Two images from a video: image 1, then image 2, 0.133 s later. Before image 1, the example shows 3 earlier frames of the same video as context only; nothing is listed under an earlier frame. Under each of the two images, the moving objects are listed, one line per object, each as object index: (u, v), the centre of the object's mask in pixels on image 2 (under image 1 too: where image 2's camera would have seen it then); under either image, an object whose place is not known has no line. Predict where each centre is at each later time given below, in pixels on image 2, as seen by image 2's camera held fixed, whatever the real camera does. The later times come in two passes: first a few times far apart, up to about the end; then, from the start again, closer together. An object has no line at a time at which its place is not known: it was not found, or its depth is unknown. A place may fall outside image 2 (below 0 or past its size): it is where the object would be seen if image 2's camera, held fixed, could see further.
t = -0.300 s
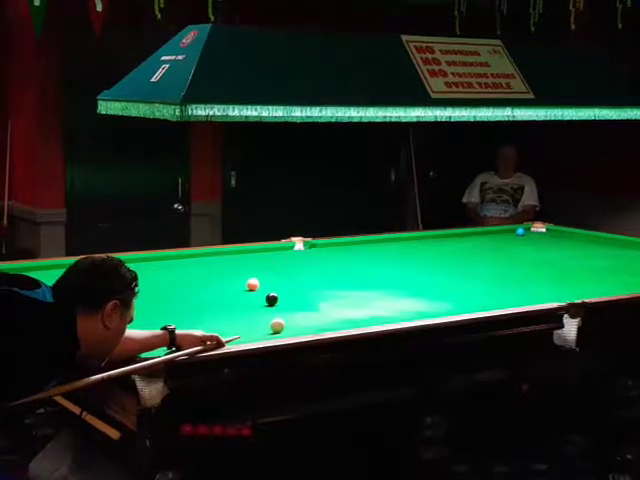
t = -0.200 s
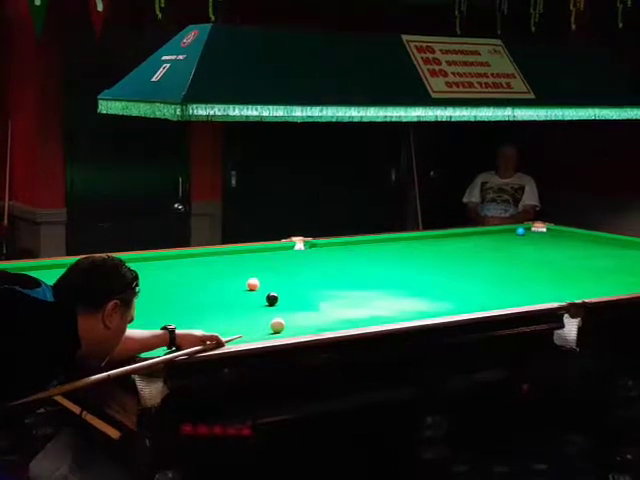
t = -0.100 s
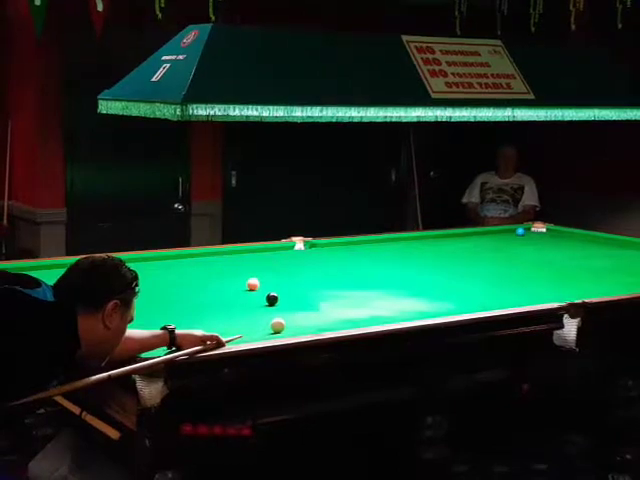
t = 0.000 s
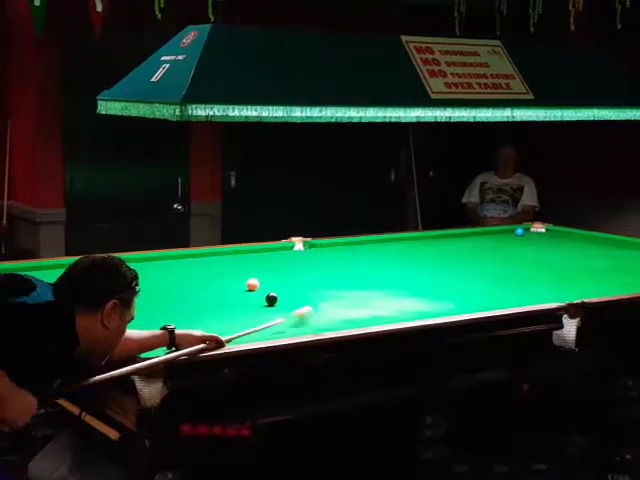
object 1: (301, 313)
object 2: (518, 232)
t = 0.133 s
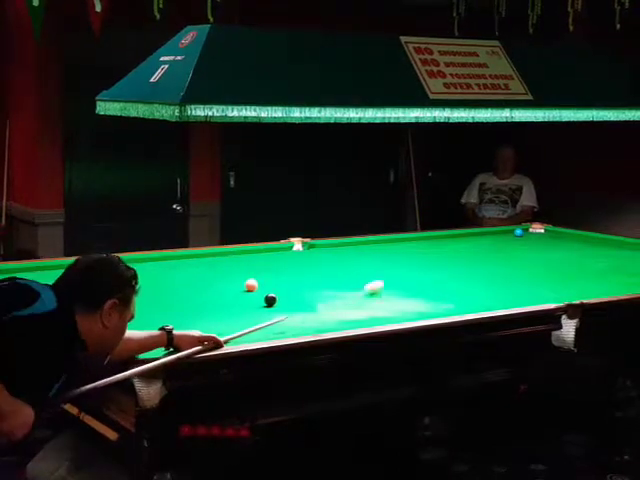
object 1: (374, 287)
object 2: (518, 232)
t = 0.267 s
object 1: (428, 266)
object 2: (518, 232)
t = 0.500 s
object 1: (499, 239)
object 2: (518, 232)
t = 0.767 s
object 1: (508, 230)
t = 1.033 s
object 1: (545, 231)
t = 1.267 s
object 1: (561, 233)
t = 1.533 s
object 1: (553, 237)
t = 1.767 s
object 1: (546, 240)
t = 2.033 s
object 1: (537, 244)
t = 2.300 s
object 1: (528, 248)
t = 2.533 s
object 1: (520, 251)
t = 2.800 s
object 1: (512, 255)
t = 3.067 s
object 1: (503, 259)
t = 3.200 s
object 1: (499, 260)
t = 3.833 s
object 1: (475, 271)
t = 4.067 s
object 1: (471, 273)
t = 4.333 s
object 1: (462, 277)
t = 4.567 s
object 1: (454, 281)
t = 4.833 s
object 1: (446, 284)
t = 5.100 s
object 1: (438, 288)
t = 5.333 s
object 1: (431, 291)
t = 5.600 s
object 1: (424, 293)
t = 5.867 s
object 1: (417, 296)
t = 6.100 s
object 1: (412, 299)
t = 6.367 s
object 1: (405, 301)
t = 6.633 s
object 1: (401, 303)
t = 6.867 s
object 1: (397, 305)
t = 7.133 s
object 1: (394, 307)
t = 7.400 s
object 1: (391, 308)
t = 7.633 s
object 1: (389, 309)
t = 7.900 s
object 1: (388, 309)
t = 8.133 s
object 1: (387, 310)
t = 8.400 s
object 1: (387, 310)
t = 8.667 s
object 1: (386, 310)
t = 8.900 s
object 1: (387, 310)
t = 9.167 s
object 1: (387, 310)
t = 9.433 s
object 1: (387, 310)
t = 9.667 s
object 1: (387, 310)
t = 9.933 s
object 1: (387, 310)
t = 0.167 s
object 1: (389, 281)
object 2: (518, 232)
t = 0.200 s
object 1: (403, 276)
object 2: (518, 232)
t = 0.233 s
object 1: (416, 271)
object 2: (518, 232)
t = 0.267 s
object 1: (428, 266)
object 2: (518, 232)
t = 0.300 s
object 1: (440, 261)
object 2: (518, 232)
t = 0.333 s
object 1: (452, 257)
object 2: (518, 232)
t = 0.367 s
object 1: (462, 253)
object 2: (518, 232)
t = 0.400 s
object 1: (472, 249)
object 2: (518, 232)
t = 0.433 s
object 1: (481, 246)
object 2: (518, 232)
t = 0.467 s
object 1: (491, 242)
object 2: (518, 232)
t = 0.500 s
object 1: (499, 239)
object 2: (518, 232)
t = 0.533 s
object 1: (507, 236)
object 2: (518, 232)
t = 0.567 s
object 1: (514, 233)
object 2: (522, 231)
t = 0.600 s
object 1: (512, 232)
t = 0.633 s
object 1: (509, 232)
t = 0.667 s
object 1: (507, 231)
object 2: (533, 230)
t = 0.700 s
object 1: (505, 231)
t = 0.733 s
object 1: (504, 230)
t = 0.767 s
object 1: (508, 230)
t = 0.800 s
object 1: (512, 231)
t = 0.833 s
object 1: (516, 231)
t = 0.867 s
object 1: (521, 231)
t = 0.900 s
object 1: (525, 231)
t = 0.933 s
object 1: (530, 232)
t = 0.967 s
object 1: (535, 232)
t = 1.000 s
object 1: (540, 232)
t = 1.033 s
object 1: (545, 231)
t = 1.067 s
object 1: (550, 231)
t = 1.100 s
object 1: (556, 232)
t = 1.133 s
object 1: (561, 232)
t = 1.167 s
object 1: (564, 232)
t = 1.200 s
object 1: (563, 232)
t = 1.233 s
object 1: (562, 232)
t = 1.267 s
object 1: (561, 233)
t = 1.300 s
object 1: (560, 234)
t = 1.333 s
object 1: (558, 234)
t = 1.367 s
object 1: (558, 234)
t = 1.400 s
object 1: (556, 235)
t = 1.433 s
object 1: (555, 236)
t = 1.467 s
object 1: (554, 236)
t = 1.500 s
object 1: (553, 236)
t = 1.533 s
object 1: (553, 237)
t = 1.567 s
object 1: (552, 237)
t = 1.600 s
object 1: (550, 238)
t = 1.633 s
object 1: (549, 238)
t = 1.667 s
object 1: (549, 239)
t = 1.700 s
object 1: (547, 239)
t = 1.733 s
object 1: (547, 239)
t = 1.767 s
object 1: (546, 240)
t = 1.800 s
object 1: (544, 241)
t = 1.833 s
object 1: (543, 241)
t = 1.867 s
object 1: (542, 241)
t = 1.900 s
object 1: (541, 242)
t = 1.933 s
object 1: (540, 242)
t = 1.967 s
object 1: (539, 243)
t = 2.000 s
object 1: (538, 243)
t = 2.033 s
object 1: (537, 244)
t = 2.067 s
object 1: (536, 244)
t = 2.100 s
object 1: (535, 244)
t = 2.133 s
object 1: (533, 245)
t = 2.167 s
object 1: (532, 246)
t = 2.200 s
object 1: (531, 246)
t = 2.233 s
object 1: (530, 247)
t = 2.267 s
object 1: (529, 247)
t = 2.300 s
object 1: (528, 248)
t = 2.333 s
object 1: (527, 248)
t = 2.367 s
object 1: (526, 249)
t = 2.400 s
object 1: (525, 249)
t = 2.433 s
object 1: (524, 250)
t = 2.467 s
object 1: (523, 250)
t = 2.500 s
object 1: (522, 251)
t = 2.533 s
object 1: (520, 251)
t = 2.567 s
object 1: (520, 251)
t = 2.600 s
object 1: (519, 252)
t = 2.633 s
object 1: (518, 252)
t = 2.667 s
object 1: (517, 253)
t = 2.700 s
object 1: (515, 254)
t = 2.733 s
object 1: (514, 254)
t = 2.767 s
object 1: (513, 254)
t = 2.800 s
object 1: (512, 255)
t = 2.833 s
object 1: (511, 255)
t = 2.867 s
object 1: (510, 256)
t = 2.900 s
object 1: (509, 256)
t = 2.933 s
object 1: (508, 257)
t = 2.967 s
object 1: (507, 257)
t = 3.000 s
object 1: (506, 258)
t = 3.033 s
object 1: (504, 258)
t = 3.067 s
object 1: (503, 259)
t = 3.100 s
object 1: (502, 259)
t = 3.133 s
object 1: (501, 259)
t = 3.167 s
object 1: (500, 260)
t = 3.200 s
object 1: (499, 260)
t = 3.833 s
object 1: (475, 271)
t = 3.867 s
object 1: (477, 270)
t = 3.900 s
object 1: (476, 271)
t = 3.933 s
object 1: (475, 272)
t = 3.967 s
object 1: (474, 272)
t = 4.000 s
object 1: (473, 273)
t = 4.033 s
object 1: (472, 273)
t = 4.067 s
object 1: (471, 273)
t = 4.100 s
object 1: (469, 274)
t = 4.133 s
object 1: (469, 274)
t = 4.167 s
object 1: (467, 274)
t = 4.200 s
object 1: (466, 276)
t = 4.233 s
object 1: (465, 276)
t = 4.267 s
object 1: (464, 276)
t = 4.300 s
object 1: (463, 277)
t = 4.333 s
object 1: (462, 277)
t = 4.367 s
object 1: (460, 278)
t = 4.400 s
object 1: (459, 278)
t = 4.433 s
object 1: (458, 279)
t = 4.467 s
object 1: (458, 279)
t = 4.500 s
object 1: (456, 279)
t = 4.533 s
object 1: (455, 280)
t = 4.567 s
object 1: (454, 281)
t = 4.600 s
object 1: (453, 281)
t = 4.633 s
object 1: (452, 282)
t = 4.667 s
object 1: (451, 282)
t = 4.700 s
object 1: (449, 282)
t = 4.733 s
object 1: (449, 283)
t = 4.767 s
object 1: (447, 283)
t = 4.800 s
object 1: (447, 284)
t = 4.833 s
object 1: (446, 284)
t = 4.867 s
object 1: (444, 285)
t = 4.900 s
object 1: (444, 285)
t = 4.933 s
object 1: (443, 285)
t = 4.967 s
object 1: (442, 286)
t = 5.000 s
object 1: (440, 286)
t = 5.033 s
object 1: (440, 286)
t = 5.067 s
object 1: (439, 288)
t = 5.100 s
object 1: (438, 288)
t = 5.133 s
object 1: (437, 288)
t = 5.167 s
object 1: (436, 288)
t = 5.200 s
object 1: (434, 289)
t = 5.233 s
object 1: (434, 289)
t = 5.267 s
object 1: (432, 290)
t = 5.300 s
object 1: (432, 290)
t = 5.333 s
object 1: (431, 291)
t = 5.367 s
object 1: (430, 291)
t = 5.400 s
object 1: (429, 291)
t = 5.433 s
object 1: (428, 291)
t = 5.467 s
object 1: (428, 292)
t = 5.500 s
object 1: (427, 292)
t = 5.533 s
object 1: (425, 293)
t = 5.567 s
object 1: (424, 293)
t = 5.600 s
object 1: (424, 293)
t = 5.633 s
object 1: (422, 294)
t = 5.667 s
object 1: (422, 294)
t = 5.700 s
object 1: (421, 295)
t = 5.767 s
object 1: (419, 295)
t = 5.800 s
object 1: (418, 296)
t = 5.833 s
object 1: (418, 296)
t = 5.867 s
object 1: (417, 296)
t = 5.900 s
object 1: (416, 297)
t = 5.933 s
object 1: (415, 297)
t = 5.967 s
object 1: (414, 297)
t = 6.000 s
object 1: (413, 298)
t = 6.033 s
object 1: (413, 298)
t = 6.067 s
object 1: (412, 298)
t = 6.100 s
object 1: (412, 299)
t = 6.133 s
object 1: (411, 300)
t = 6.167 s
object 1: (410, 300)
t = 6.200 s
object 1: (409, 300)
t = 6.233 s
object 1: (408, 301)
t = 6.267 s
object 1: (407, 301)
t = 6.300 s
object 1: (407, 301)
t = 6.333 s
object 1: (405, 301)
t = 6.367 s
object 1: (405, 301)
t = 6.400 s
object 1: (405, 302)
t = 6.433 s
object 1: (404, 302)
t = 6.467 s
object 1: (403, 302)
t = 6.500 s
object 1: (403, 302)
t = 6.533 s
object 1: (403, 303)
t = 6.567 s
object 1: (402, 303)
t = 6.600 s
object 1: (401, 303)
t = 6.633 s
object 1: (401, 303)
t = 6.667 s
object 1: (400, 304)
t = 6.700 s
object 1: (400, 304)
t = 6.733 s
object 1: (399, 304)
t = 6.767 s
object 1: (398, 304)
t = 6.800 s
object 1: (398, 305)
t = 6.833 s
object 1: (397, 305)
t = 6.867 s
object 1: (397, 305)
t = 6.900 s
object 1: (397, 306)
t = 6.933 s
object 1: (396, 306)
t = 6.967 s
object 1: (396, 306)
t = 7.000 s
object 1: (395, 306)
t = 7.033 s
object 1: (395, 306)
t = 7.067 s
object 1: (395, 306)
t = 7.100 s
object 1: (394, 307)
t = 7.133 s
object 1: (394, 307)
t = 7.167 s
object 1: (393, 307)
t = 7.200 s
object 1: (393, 307)
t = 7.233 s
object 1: (393, 307)
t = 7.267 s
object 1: (392, 308)
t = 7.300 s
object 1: (392, 308)
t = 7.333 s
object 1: (392, 308)
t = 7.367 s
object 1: (391, 308)
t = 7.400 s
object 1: (391, 308)
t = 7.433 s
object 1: (391, 308)
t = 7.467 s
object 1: (391, 308)
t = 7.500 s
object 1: (390, 309)
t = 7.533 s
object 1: (390, 309)
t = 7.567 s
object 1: (389, 309)
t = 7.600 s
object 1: (390, 309)
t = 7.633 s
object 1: (389, 309)
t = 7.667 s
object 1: (389, 309)
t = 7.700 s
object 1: (389, 309)
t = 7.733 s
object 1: (389, 309)
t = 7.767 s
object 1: (389, 309)
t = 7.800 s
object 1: (389, 309)
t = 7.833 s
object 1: (389, 309)
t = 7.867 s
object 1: (388, 309)
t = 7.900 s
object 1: (388, 309)
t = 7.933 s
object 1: (388, 309)
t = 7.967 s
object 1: (388, 310)
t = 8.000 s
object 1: (388, 310)
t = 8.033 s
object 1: (387, 310)
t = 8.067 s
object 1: (387, 310)
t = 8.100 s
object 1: (387, 310)
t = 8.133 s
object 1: (387, 310)
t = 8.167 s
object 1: (387, 310)
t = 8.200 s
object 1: (387, 310)
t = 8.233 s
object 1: (386, 310)
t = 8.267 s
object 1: (387, 310)
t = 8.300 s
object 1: (386, 310)
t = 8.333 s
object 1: (387, 310)
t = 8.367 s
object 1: (387, 310)
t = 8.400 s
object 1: (387, 310)
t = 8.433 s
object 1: (387, 310)
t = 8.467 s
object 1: (387, 310)
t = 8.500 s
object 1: (387, 310)
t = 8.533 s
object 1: (387, 310)
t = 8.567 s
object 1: (387, 310)
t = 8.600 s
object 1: (387, 310)
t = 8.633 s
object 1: (387, 310)
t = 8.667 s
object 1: (386, 310)
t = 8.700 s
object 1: (387, 310)
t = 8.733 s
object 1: (387, 310)
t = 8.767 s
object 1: (387, 310)
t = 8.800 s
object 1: (387, 310)
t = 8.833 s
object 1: (387, 310)
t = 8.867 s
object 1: (387, 310)
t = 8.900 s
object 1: (387, 310)
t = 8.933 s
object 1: (387, 310)
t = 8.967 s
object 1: (386, 310)
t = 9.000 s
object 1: (386, 310)
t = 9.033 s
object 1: (387, 310)
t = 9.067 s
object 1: (387, 310)
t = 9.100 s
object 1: (387, 310)
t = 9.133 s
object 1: (387, 310)
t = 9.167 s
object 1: (387, 310)
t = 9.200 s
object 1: (387, 310)
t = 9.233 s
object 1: (387, 310)
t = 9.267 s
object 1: (387, 310)
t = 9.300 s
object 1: (387, 310)
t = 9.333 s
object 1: (387, 310)
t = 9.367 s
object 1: (387, 310)
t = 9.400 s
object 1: (387, 310)
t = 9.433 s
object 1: (387, 310)
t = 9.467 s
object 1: (387, 310)
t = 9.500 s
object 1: (387, 310)
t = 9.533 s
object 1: (387, 310)
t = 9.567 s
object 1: (387, 310)
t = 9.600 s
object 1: (387, 310)
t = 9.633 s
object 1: (387, 310)
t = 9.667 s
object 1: (387, 310)
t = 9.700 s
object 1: (387, 310)
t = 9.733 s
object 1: (387, 310)
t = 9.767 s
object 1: (387, 310)
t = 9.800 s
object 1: (387, 310)
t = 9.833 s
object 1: (387, 310)
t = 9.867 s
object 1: (387, 310)
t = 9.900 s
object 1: (387, 310)
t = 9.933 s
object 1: (387, 310)
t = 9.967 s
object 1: (387, 310)
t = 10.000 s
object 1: (387, 310)
